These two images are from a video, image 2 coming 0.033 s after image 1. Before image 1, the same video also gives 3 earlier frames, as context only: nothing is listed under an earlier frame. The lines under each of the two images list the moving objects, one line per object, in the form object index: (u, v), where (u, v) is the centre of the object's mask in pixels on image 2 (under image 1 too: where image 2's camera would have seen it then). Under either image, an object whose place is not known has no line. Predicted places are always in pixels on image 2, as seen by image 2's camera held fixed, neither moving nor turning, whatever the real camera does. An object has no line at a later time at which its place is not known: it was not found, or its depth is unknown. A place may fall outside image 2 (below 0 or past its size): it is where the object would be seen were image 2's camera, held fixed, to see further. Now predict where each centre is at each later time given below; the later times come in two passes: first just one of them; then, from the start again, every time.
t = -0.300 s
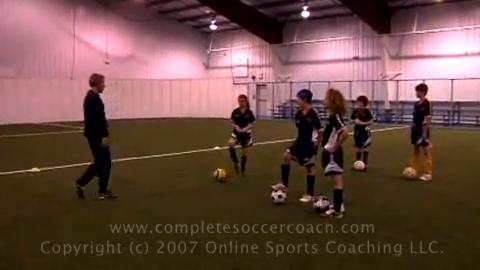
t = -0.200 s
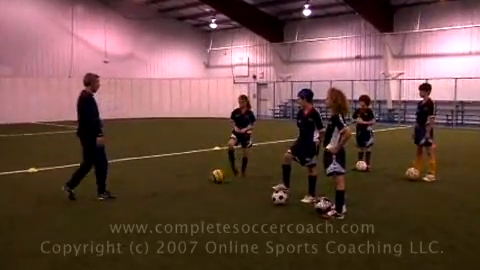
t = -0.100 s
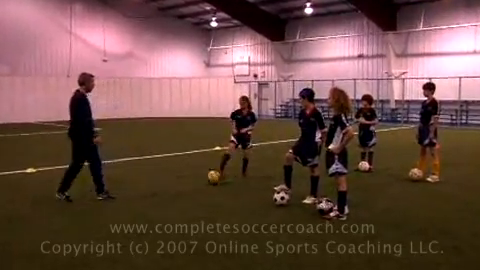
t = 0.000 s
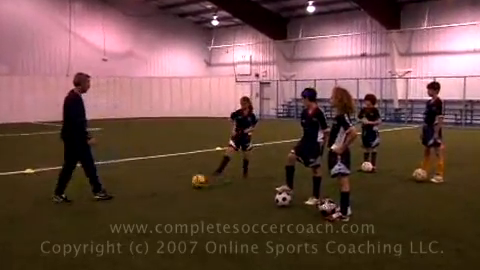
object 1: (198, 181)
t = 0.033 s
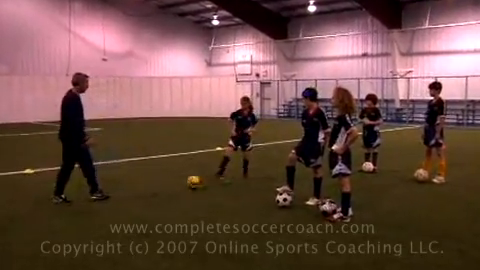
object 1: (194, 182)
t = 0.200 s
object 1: (170, 187)
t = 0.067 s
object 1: (188, 182)
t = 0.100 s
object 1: (183, 185)
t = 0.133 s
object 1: (179, 185)
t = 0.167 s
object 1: (175, 185)
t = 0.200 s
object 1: (170, 187)
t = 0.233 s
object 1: (166, 187)
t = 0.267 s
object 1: (162, 188)
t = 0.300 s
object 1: (158, 188)
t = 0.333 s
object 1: (154, 189)
